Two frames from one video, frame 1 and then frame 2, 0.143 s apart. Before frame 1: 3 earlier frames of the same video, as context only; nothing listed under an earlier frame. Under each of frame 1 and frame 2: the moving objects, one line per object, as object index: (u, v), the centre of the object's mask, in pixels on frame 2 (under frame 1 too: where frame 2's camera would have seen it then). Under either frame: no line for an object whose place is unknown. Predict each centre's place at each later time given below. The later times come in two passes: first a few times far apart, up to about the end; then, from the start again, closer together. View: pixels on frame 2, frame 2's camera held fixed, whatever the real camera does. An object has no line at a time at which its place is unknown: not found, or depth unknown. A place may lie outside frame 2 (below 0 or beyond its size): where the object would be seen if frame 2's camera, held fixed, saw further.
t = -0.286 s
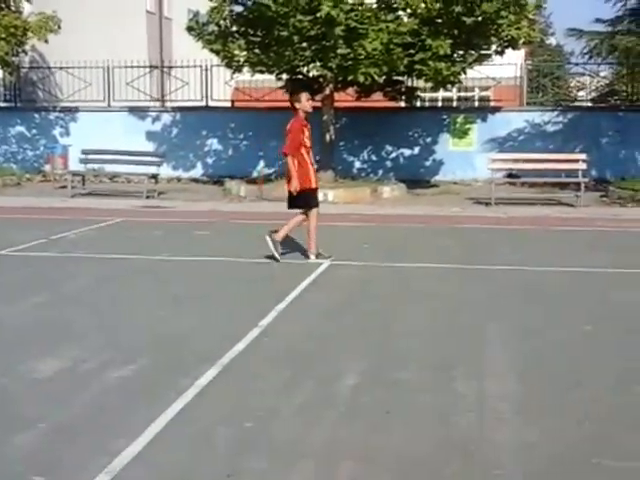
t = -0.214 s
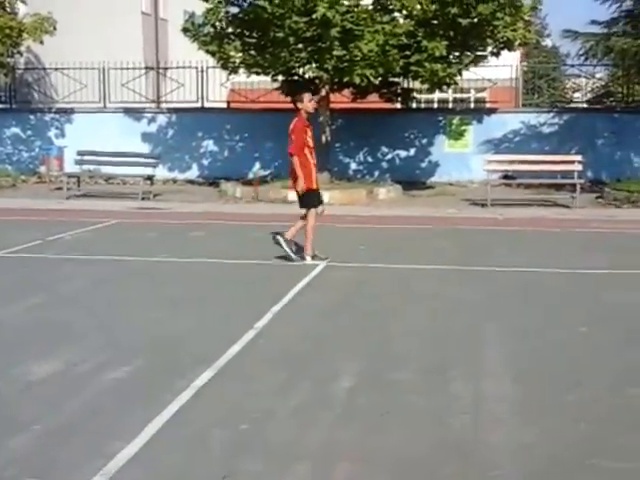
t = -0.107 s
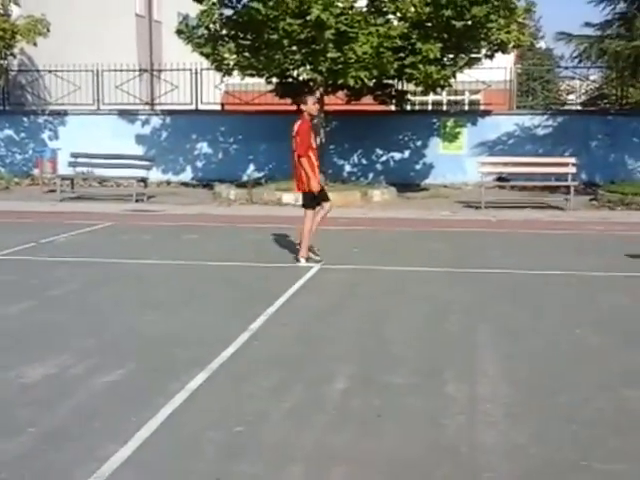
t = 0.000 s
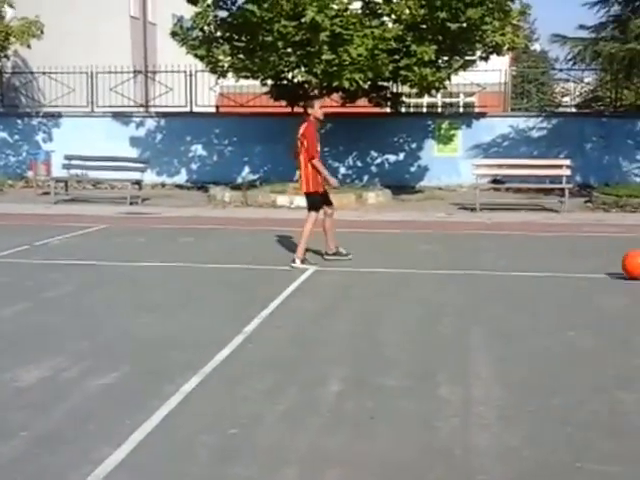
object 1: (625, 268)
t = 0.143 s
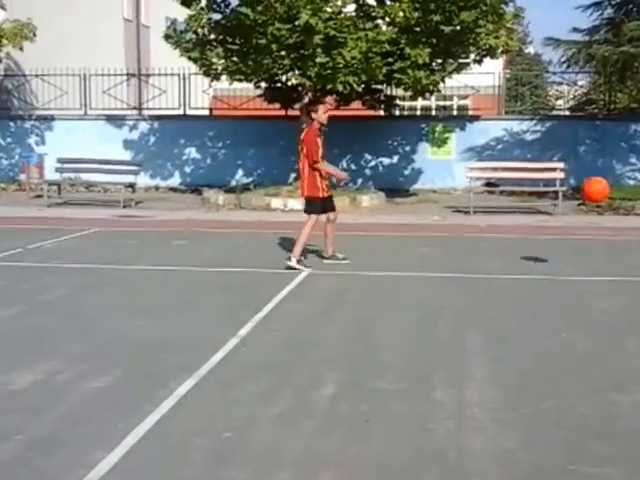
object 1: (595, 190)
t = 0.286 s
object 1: (564, 123)
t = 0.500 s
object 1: (522, 71)
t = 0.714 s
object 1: (478, 75)
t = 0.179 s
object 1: (588, 170)
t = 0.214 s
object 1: (580, 152)
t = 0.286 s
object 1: (564, 123)
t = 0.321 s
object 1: (557, 110)
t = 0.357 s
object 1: (549, 100)
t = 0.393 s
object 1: (543, 91)
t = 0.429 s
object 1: (535, 83)
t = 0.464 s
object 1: (528, 76)
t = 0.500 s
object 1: (522, 71)
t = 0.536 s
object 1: (514, 68)
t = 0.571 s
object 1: (506, 66)
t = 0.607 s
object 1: (499, 66)
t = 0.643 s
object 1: (493, 67)
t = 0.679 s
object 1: (485, 70)
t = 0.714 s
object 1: (478, 75)
